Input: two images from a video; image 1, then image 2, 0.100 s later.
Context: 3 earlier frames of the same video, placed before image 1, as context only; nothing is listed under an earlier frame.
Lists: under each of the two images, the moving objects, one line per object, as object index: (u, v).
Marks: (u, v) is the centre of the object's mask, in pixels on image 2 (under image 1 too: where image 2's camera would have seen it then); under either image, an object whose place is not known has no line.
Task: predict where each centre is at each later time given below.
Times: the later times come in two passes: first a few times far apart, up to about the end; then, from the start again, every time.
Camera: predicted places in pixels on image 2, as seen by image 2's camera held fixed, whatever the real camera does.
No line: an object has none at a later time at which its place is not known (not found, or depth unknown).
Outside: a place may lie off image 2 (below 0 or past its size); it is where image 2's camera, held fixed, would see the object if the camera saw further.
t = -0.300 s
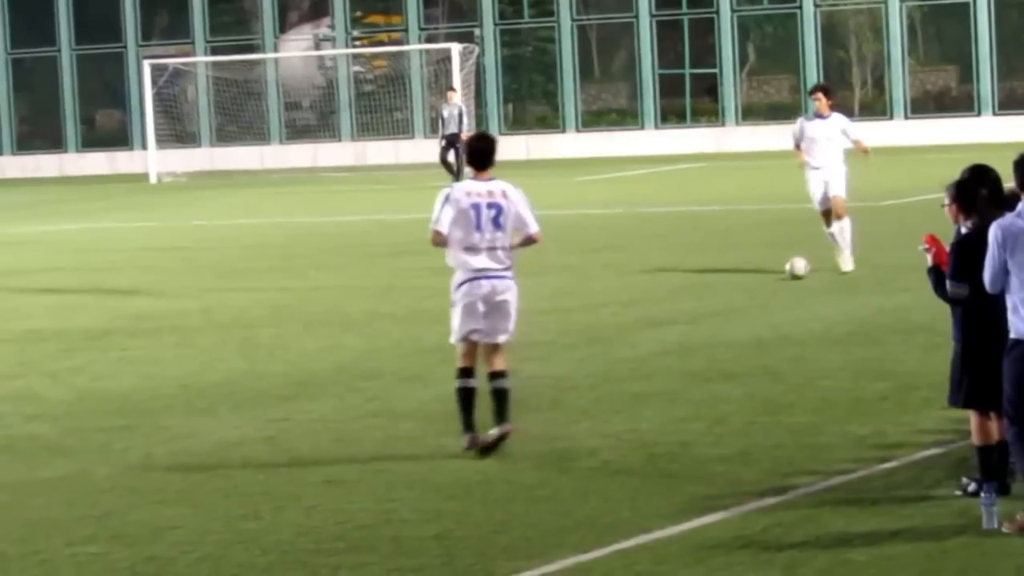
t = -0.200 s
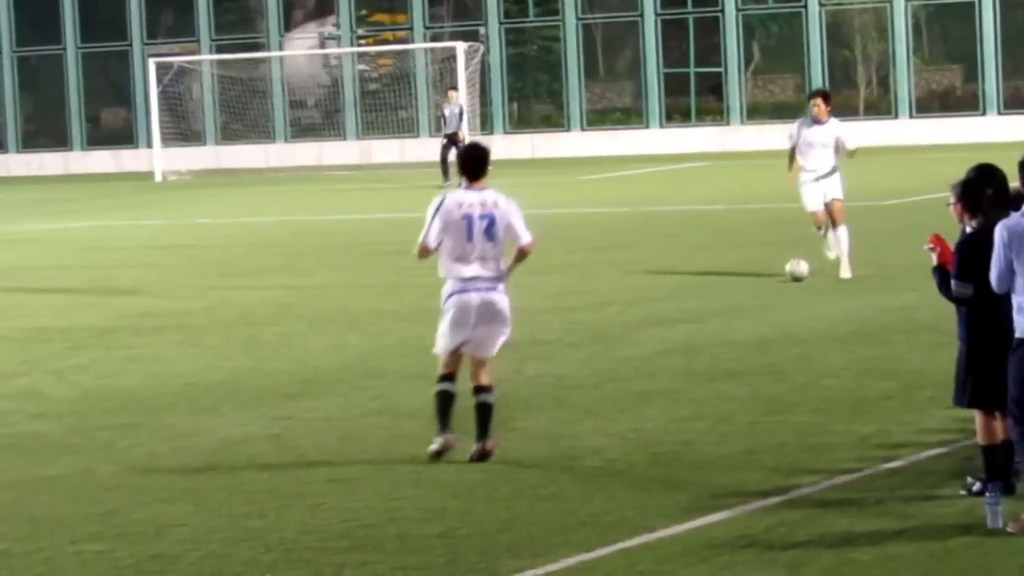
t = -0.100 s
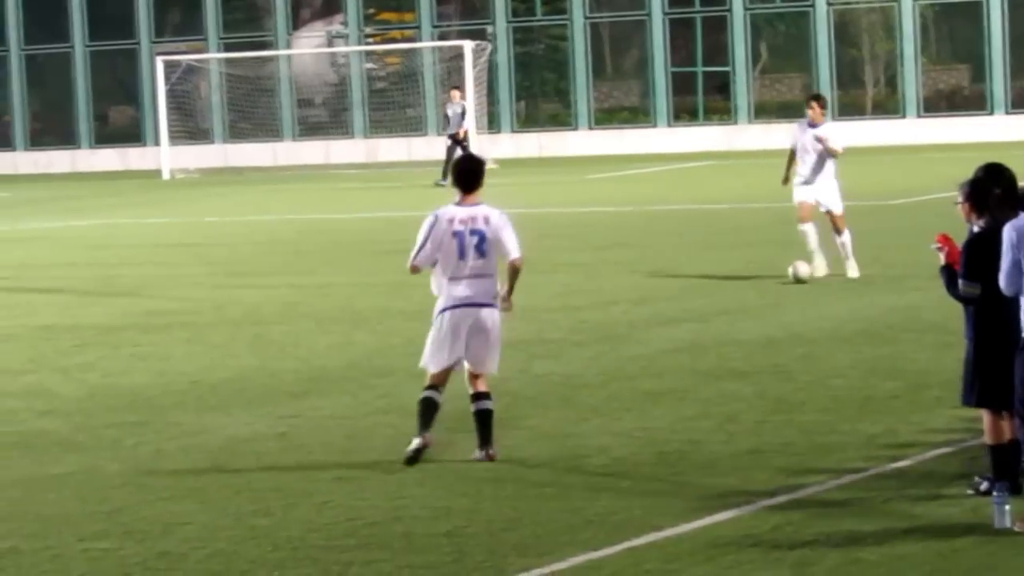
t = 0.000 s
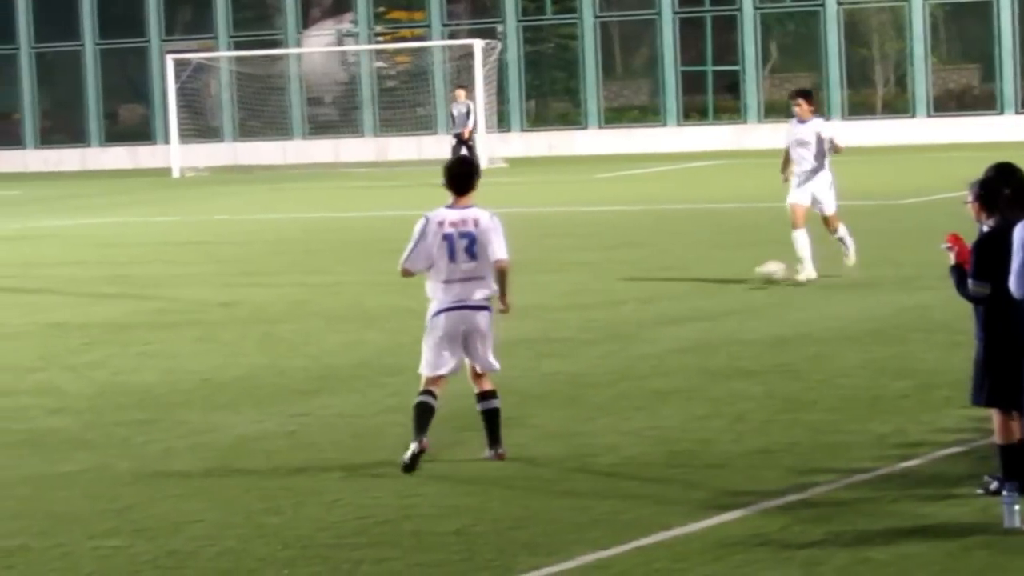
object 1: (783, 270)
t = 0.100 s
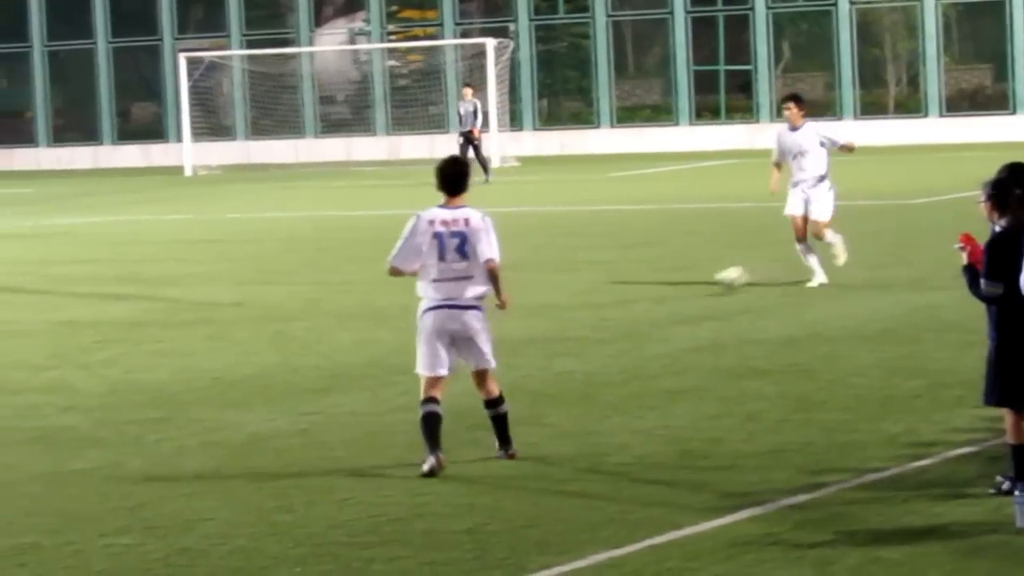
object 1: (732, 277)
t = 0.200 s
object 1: (682, 288)
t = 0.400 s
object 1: (595, 302)
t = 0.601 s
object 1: (527, 313)
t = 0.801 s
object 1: (462, 321)
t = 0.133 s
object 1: (713, 283)
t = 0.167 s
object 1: (698, 287)
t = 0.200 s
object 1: (682, 288)
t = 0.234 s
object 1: (668, 286)
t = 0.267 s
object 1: (653, 287)
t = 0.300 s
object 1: (639, 289)
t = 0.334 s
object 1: (625, 292)
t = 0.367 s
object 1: (610, 296)
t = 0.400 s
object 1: (595, 302)
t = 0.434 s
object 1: (583, 302)
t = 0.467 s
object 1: (572, 301)
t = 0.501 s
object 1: (561, 302)
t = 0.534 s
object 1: (550, 304)
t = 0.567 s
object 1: (538, 308)
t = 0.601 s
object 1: (527, 313)
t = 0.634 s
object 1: (516, 314)
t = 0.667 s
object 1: (505, 313)
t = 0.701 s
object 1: (494, 313)
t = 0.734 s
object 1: (483, 314)
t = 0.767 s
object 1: (472, 316)
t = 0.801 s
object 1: (462, 321)
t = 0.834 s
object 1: (450, 326)
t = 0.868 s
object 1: (440, 328)
